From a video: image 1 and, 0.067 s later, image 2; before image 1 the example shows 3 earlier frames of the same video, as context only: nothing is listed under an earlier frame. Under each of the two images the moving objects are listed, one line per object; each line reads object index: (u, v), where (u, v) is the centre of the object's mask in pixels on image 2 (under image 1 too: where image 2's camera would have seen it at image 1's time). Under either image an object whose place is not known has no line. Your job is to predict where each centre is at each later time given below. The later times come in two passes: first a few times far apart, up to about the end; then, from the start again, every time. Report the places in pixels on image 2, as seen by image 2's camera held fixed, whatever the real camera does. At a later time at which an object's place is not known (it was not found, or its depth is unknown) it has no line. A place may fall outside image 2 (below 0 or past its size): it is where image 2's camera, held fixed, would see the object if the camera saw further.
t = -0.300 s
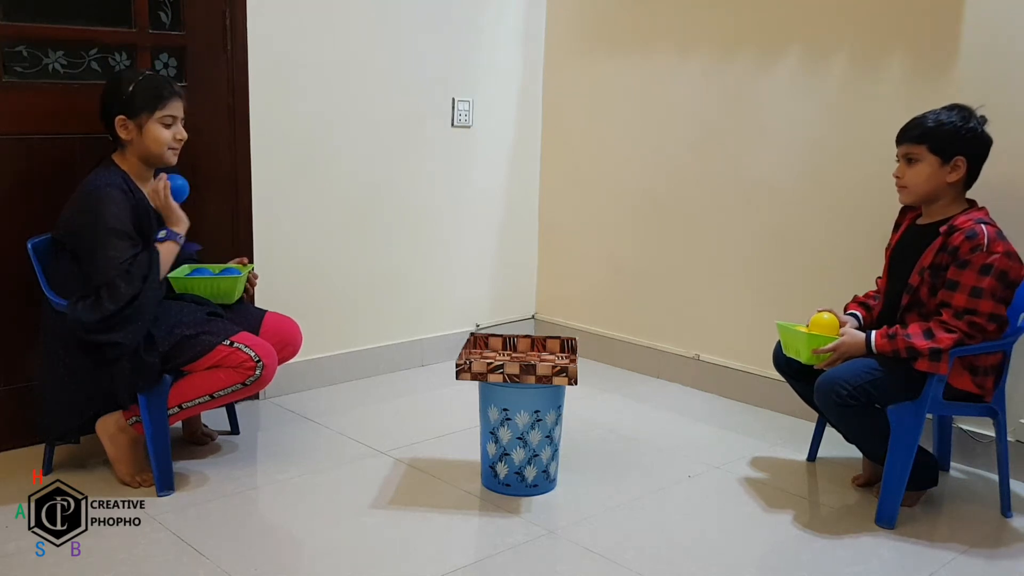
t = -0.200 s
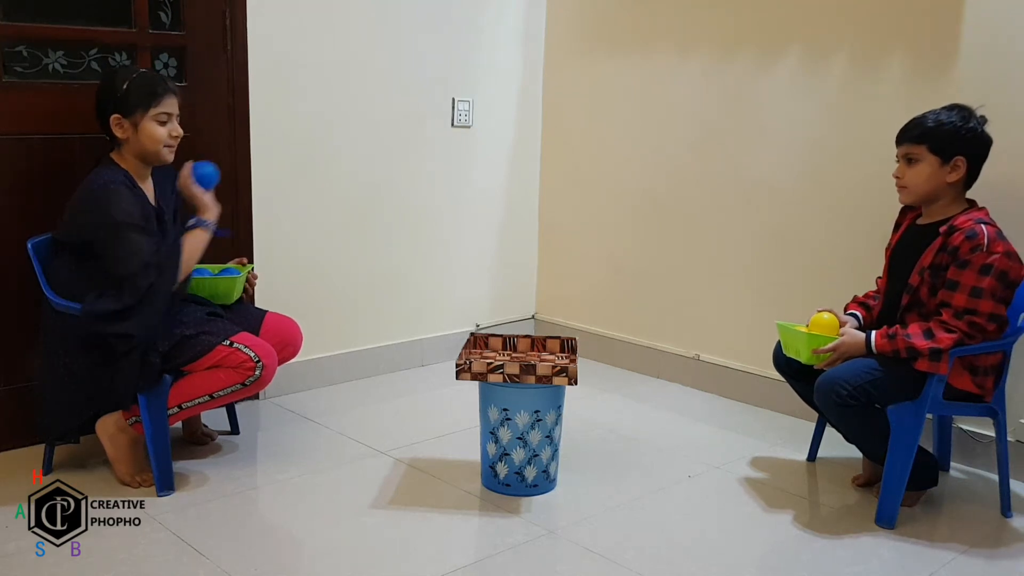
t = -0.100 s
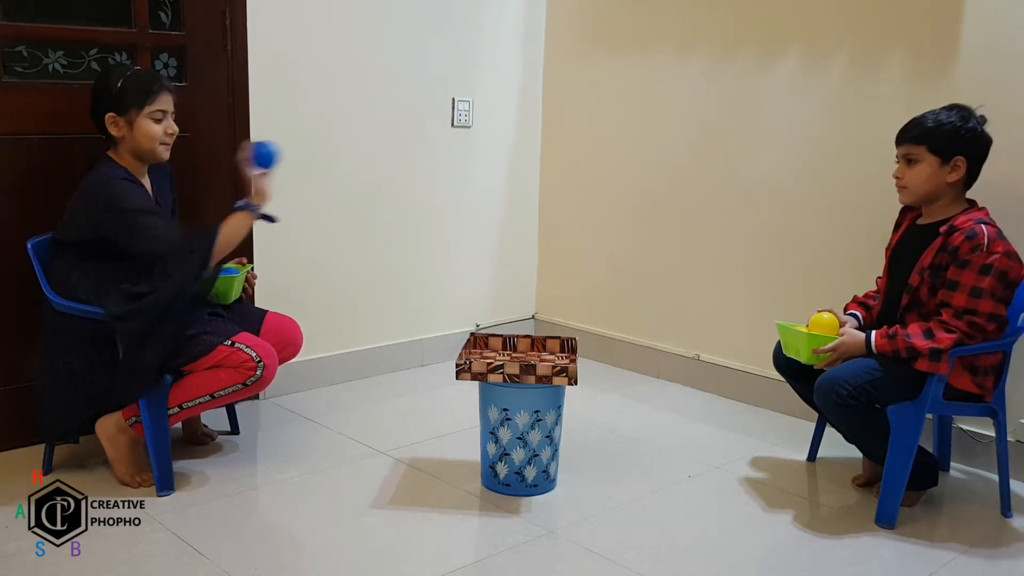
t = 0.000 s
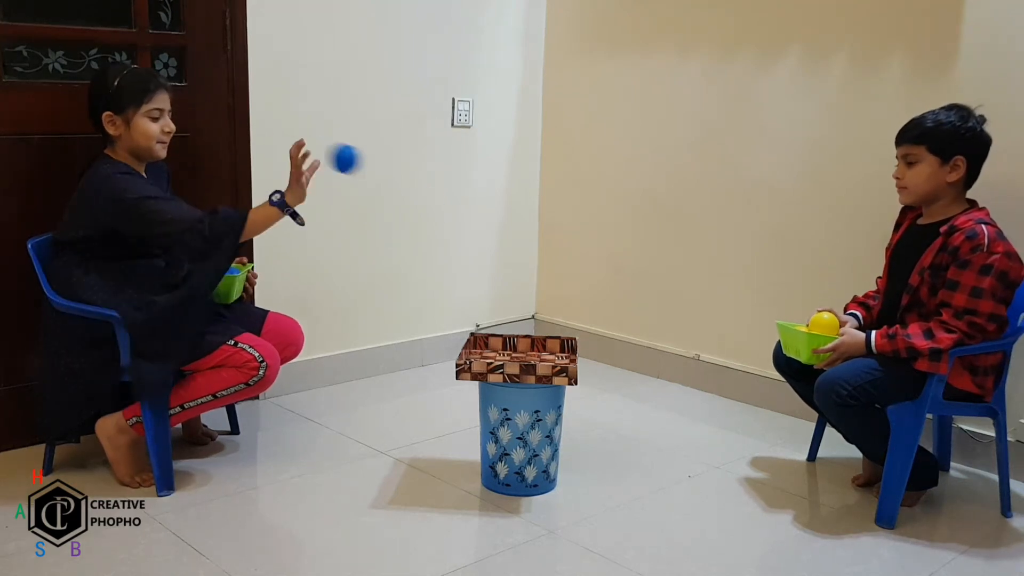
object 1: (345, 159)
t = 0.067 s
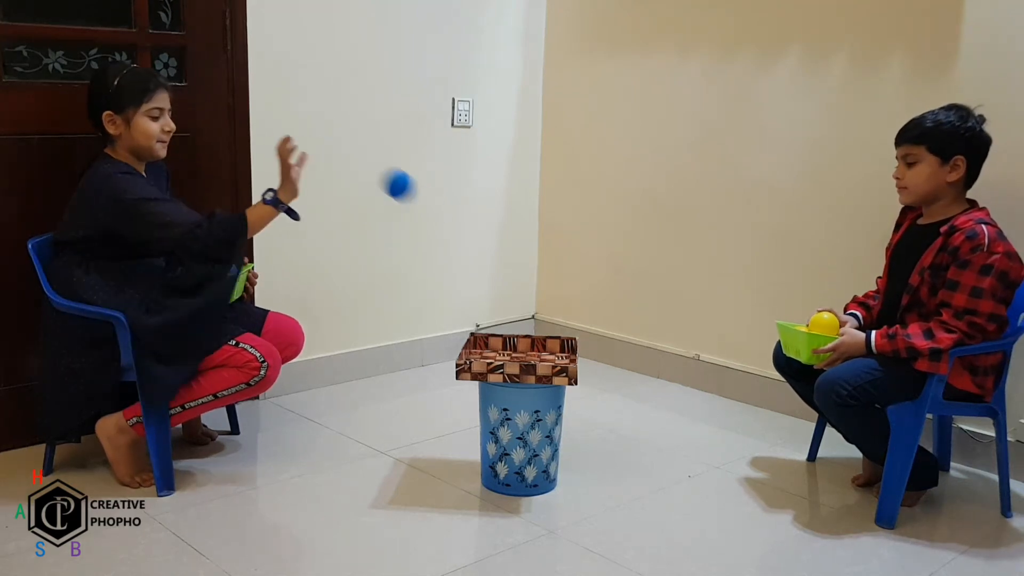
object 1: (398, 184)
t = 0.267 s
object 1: (542, 350)
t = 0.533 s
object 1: (609, 356)
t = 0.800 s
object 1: (663, 410)
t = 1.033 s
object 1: (707, 452)
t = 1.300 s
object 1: (752, 454)
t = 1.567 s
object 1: (797, 480)
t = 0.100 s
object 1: (425, 205)
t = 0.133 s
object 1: (450, 229)
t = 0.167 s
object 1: (475, 259)
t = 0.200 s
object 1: (499, 292)
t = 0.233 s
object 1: (524, 329)
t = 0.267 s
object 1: (542, 350)
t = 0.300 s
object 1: (550, 338)
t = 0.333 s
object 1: (560, 327)
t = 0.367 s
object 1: (569, 321)
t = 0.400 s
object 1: (577, 320)
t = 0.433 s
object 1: (585, 322)
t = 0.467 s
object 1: (593, 330)
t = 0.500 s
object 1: (601, 341)
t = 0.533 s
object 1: (609, 356)
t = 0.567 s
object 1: (616, 376)
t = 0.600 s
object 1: (623, 402)
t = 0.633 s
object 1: (629, 431)
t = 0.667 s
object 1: (634, 466)
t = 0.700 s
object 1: (641, 457)
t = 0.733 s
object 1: (648, 438)
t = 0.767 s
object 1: (655, 422)
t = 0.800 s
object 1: (663, 410)
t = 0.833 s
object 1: (670, 403)
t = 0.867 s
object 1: (677, 400)
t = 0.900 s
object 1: (683, 402)
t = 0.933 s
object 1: (690, 407)
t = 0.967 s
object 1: (696, 418)
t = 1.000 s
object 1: (702, 432)
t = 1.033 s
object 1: (707, 452)
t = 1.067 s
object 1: (712, 476)
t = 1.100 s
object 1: (718, 466)
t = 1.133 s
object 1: (724, 453)
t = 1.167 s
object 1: (731, 445)
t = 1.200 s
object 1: (736, 441)
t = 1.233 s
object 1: (742, 441)
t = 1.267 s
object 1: (747, 446)
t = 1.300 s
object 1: (752, 454)
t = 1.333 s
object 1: (757, 468)
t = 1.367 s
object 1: (761, 481)
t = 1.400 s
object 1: (768, 470)
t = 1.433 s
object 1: (775, 463)
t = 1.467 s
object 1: (781, 461)
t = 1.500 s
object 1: (787, 463)
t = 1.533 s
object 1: (792, 469)
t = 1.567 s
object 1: (797, 480)
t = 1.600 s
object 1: (803, 480)
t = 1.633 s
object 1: (808, 474)
